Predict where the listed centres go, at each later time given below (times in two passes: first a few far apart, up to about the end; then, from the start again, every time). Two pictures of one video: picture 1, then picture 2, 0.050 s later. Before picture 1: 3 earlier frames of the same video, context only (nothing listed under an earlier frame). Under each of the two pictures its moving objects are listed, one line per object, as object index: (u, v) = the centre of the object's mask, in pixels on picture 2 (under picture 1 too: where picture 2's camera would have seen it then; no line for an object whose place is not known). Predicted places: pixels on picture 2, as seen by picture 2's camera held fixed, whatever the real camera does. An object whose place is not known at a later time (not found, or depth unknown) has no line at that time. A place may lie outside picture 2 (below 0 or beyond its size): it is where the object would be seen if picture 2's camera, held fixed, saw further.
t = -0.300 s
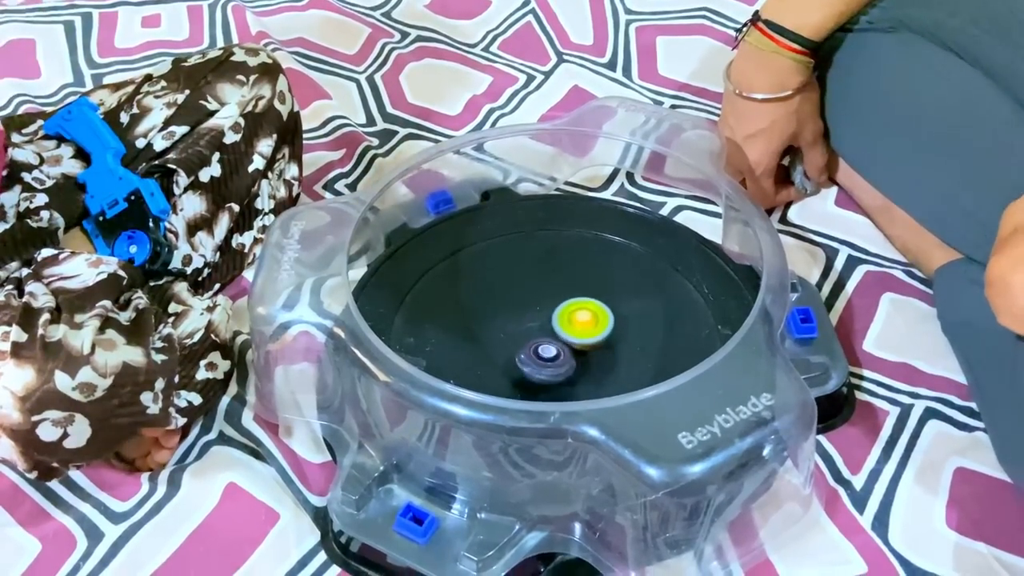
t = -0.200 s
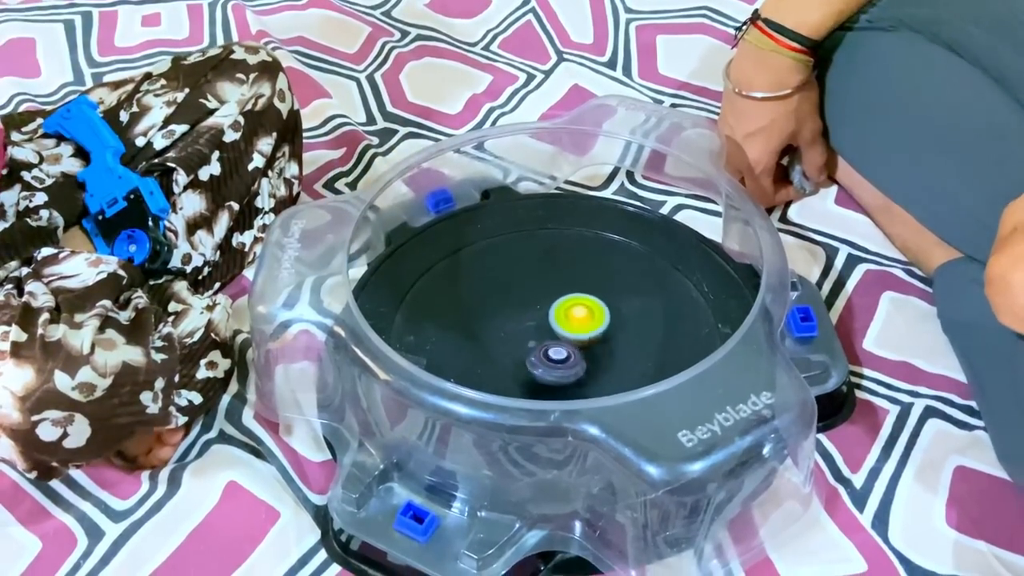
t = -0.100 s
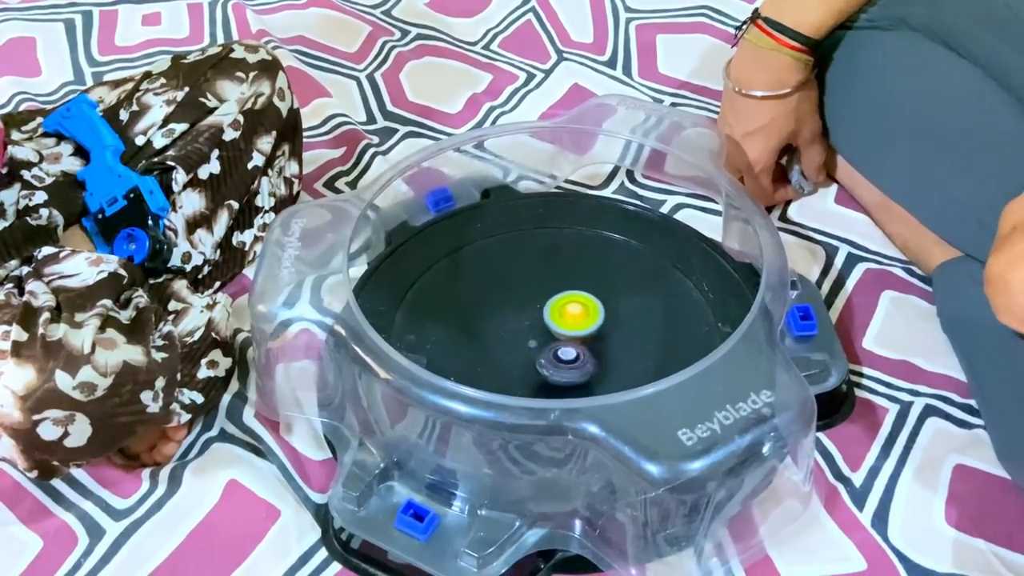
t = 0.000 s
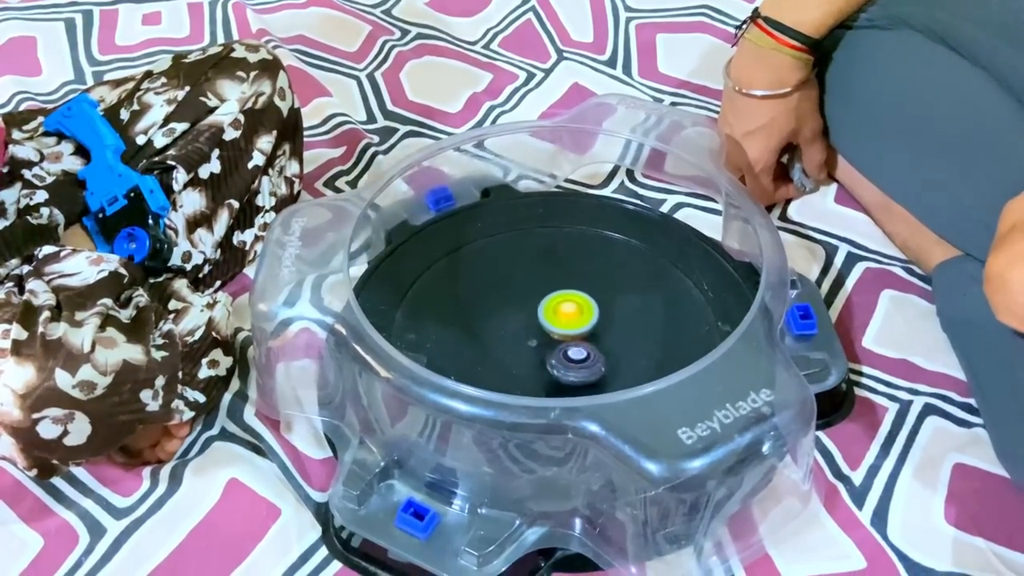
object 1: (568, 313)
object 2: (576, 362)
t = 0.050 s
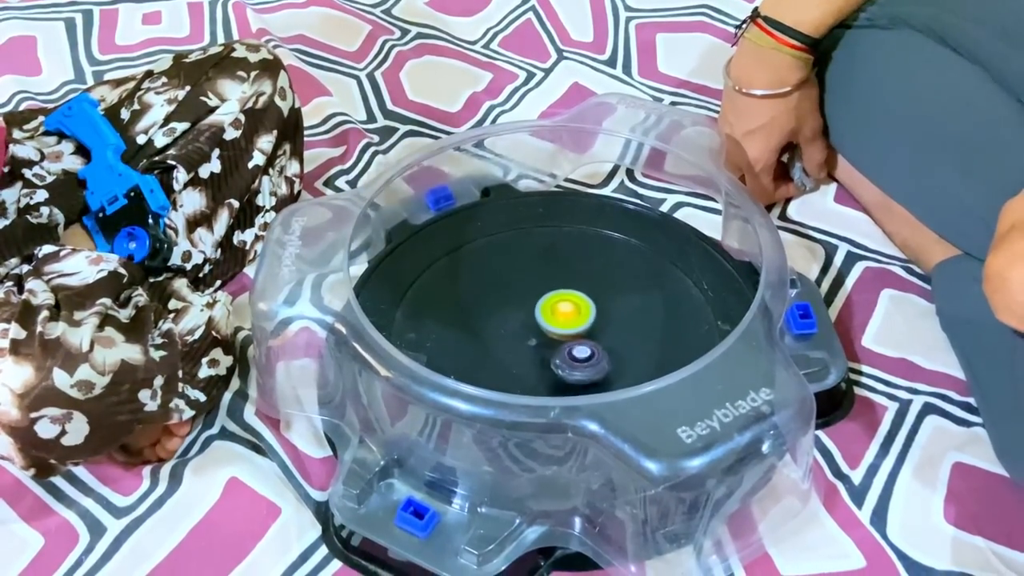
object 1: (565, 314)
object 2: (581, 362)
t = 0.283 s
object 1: (555, 318)
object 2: (599, 356)
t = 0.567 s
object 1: (552, 326)
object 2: (614, 339)
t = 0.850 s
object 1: (555, 330)
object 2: (617, 321)
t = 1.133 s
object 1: (551, 329)
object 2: (606, 304)
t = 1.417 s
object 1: (551, 329)
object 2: (586, 293)
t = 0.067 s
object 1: (564, 314)
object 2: (582, 362)
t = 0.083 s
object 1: (563, 314)
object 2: (583, 362)
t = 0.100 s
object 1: (562, 314)
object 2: (584, 361)
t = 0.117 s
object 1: (562, 315)
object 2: (586, 361)
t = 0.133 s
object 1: (561, 315)
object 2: (587, 361)
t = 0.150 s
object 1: (560, 315)
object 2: (589, 360)
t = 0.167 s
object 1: (560, 316)
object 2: (590, 360)
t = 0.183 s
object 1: (559, 316)
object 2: (591, 359)
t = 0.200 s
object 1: (558, 316)
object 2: (593, 359)
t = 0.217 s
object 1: (558, 317)
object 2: (594, 359)
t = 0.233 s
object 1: (557, 317)
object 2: (595, 358)
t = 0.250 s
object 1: (556, 317)
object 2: (597, 357)
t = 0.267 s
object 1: (556, 318)
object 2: (598, 357)
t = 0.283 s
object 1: (555, 318)
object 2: (599, 356)
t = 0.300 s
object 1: (555, 319)
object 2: (600, 355)
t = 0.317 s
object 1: (554, 319)
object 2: (601, 354)
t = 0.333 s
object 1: (554, 320)
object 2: (602, 354)
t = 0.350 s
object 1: (553, 321)
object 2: (603, 353)
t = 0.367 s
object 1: (553, 321)
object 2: (604, 352)
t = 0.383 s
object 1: (553, 322)
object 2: (605, 350)
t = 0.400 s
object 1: (552, 322)
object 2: (605, 350)
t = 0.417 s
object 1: (552, 323)
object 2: (606, 349)
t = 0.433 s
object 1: (552, 323)
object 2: (607, 348)
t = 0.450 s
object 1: (552, 324)
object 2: (608, 347)
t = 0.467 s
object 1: (552, 324)
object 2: (609, 346)
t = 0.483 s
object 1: (552, 324)
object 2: (609, 345)
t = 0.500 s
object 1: (552, 325)
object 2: (611, 344)
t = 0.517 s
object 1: (552, 325)
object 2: (611, 343)
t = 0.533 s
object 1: (552, 325)
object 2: (612, 342)
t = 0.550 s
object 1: (552, 326)
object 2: (613, 340)
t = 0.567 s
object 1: (552, 326)
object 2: (614, 339)
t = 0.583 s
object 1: (553, 327)
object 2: (615, 338)
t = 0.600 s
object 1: (553, 327)
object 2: (615, 337)
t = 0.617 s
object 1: (552, 328)
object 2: (615, 336)
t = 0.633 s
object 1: (552, 328)
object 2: (616, 335)
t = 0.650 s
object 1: (552, 328)
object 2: (617, 334)
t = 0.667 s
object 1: (552, 329)
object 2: (617, 333)
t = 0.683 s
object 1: (553, 329)
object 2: (617, 332)
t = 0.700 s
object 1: (553, 329)
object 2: (617, 331)
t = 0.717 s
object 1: (553, 329)
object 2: (617, 330)
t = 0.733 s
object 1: (553, 329)
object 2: (617, 329)
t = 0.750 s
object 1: (554, 330)
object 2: (617, 328)
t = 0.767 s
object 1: (553, 330)
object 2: (617, 327)
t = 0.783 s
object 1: (554, 330)
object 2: (617, 326)
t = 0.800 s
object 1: (554, 330)
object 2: (617, 325)
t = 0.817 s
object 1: (554, 330)
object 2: (617, 324)
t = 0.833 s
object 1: (555, 330)
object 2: (617, 322)
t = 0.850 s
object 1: (555, 330)
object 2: (617, 321)
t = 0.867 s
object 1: (555, 330)
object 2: (616, 320)
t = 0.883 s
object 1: (555, 330)
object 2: (616, 319)
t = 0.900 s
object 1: (555, 330)
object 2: (616, 318)
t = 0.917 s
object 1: (555, 330)
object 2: (615, 317)
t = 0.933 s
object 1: (555, 329)
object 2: (615, 316)
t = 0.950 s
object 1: (555, 329)
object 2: (614, 315)
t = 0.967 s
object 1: (555, 329)
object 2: (614, 314)
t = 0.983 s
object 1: (554, 329)
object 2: (613, 313)
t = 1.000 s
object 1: (553, 329)
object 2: (613, 311)
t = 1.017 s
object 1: (553, 329)
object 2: (612, 310)
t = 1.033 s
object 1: (552, 329)
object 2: (612, 309)
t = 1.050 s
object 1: (552, 329)
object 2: (611, 308)
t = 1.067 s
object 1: (552, 329)
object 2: (610, 307)
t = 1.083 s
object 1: (552, 329)
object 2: (609, 306)
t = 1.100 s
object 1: (551, 329)
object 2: (608, 305)
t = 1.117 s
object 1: (551, 329)
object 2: (607, 304)
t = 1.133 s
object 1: (551, 329)
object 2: (606, 304)
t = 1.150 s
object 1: (551, 329)
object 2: (605, 303)
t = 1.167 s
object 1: (551, 329)
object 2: (603, 302)
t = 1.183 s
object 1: (551, 329)
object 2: (602, 301)
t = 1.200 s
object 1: (551, 329)
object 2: (602, 301)
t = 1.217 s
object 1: (551, 329)
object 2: (600, 300)
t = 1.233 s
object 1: (551, 328)
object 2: (599, 299)
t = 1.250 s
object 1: (551, 328)
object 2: (598, 299)
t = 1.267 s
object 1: (551, 328)
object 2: (597, 298)
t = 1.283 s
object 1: (550, 328)
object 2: (596, 297)
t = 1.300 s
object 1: (550, 328)
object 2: (595, 296)
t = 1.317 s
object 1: (550, 329)
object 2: (594, 296)
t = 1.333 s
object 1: (550, 329)
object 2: (593, 295)
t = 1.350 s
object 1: (550, 329)
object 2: (591, 295)
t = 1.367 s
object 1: (550, 329)
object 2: (590, 294)
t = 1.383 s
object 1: (551, 329)
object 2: (589, 294)
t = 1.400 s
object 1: (551, 329)
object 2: (588, 293)
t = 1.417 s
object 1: (551, 329)
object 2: (586, 293)
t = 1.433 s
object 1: (551, 329)
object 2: (586, 292)
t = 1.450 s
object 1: (550, 331)
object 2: (585, 291)
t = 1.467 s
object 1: (550, 332)
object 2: (584, 290)
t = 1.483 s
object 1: (550, 332)
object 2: (583, 289)
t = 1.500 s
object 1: (550, 333)
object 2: (582, 289)
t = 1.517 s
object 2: (580, 289)
